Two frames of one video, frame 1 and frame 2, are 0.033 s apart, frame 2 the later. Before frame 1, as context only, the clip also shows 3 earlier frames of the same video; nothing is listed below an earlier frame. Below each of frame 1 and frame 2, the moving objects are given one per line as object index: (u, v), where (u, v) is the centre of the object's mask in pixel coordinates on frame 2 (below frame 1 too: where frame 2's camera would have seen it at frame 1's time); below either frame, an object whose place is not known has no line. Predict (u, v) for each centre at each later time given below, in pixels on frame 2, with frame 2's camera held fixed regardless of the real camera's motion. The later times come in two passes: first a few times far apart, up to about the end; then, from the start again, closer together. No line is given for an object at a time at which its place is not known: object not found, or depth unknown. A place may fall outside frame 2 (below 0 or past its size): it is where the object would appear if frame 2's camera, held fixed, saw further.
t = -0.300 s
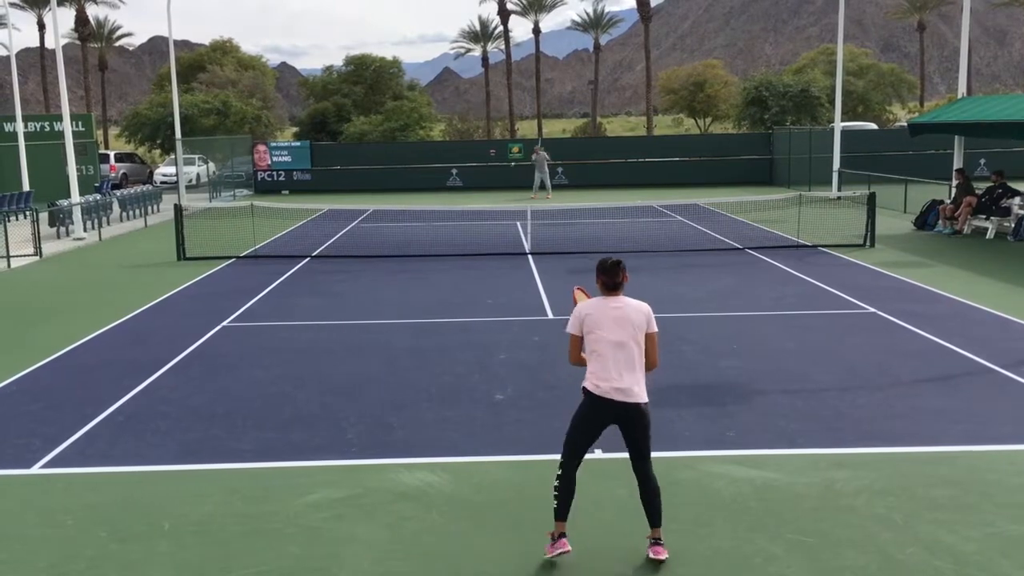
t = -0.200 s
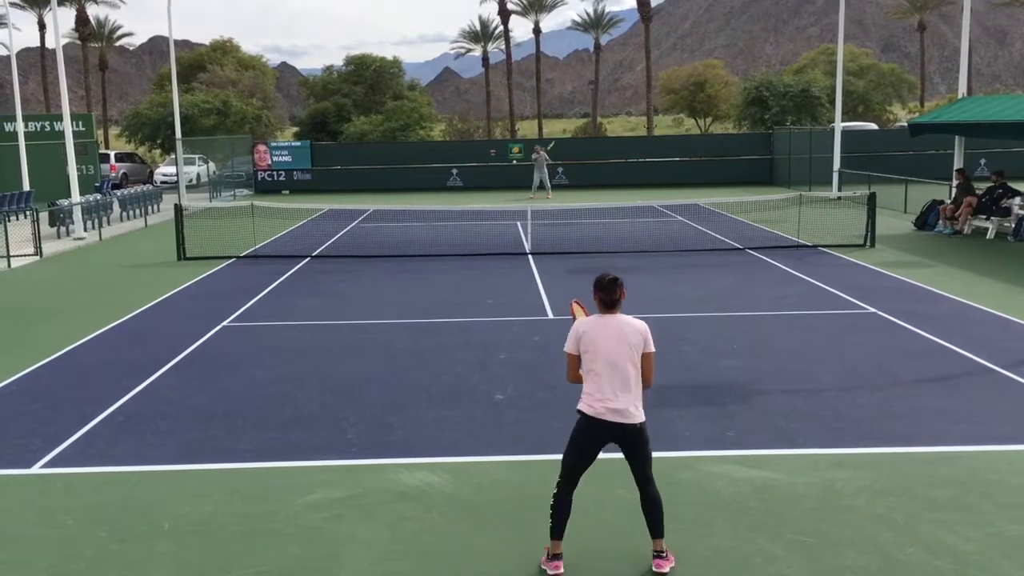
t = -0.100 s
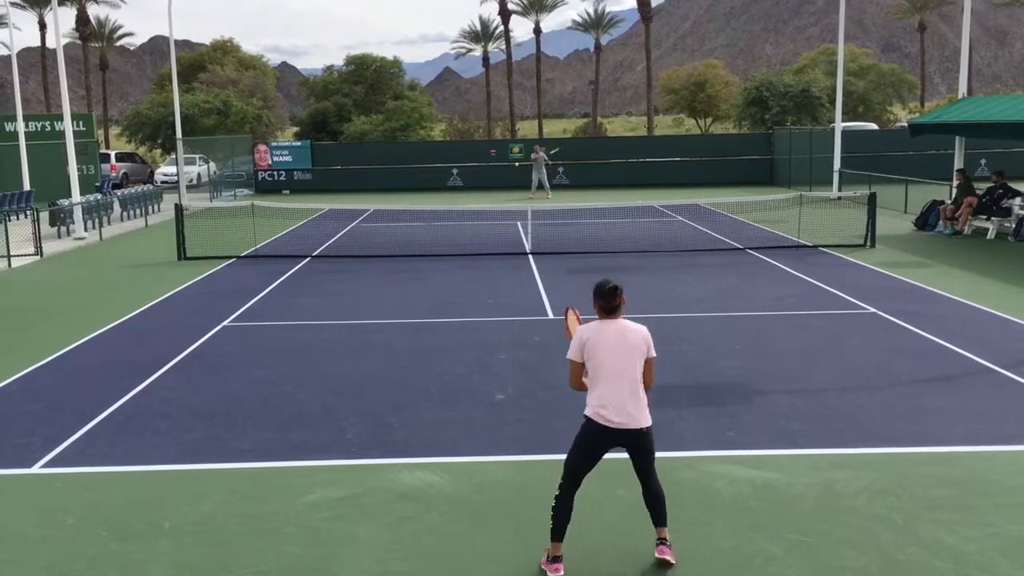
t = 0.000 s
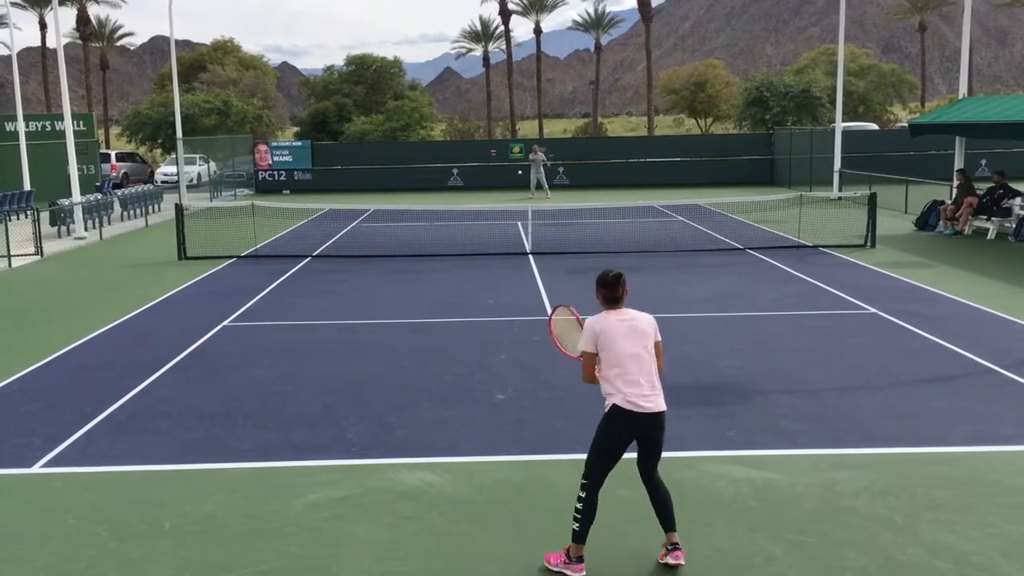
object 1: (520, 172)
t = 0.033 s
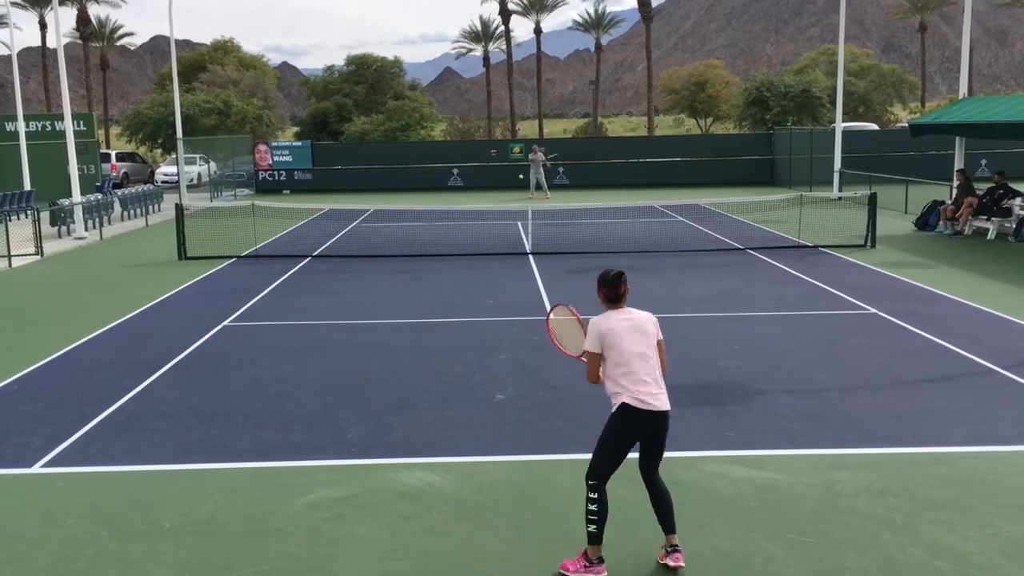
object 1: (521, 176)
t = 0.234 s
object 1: (528, 223)
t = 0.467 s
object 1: (542, 316)
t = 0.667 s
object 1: (550, 310)
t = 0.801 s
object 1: (557, 338)
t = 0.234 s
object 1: (528, 223)
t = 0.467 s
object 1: (542, 316)
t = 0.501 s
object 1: (543, 313)
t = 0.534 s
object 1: (544, 310)
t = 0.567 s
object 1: (545, 308)
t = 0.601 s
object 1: (546, 308)
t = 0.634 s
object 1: (547, 309)
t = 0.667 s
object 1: (550, 310)
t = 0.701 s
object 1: (551, 314)
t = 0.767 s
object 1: (555, 327)
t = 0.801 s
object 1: (557, 338)
